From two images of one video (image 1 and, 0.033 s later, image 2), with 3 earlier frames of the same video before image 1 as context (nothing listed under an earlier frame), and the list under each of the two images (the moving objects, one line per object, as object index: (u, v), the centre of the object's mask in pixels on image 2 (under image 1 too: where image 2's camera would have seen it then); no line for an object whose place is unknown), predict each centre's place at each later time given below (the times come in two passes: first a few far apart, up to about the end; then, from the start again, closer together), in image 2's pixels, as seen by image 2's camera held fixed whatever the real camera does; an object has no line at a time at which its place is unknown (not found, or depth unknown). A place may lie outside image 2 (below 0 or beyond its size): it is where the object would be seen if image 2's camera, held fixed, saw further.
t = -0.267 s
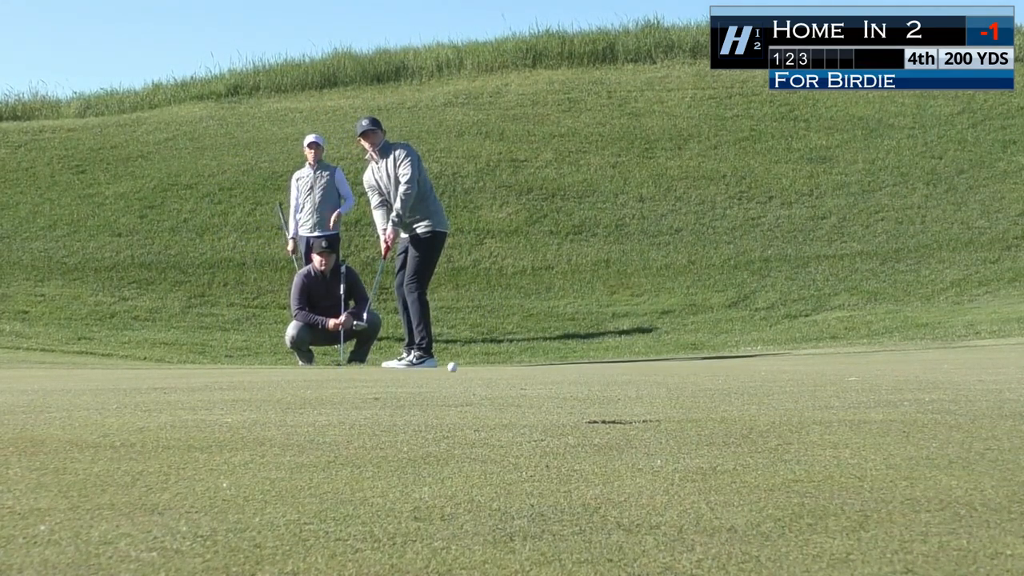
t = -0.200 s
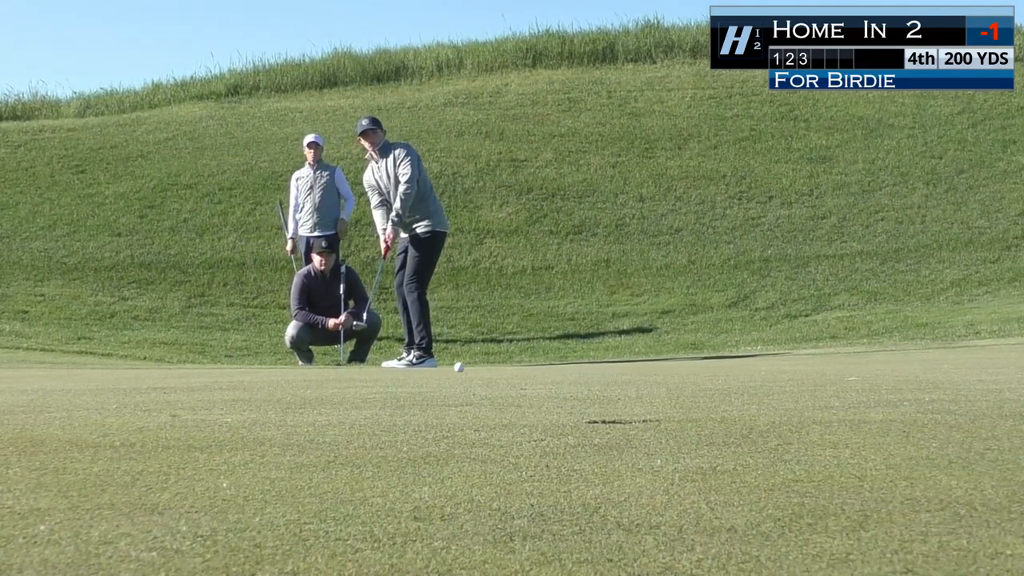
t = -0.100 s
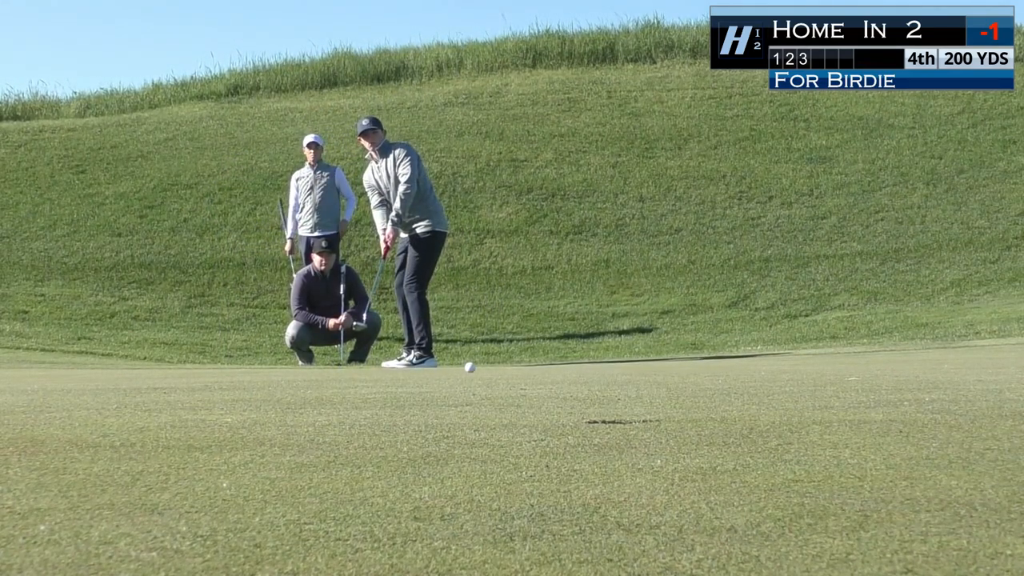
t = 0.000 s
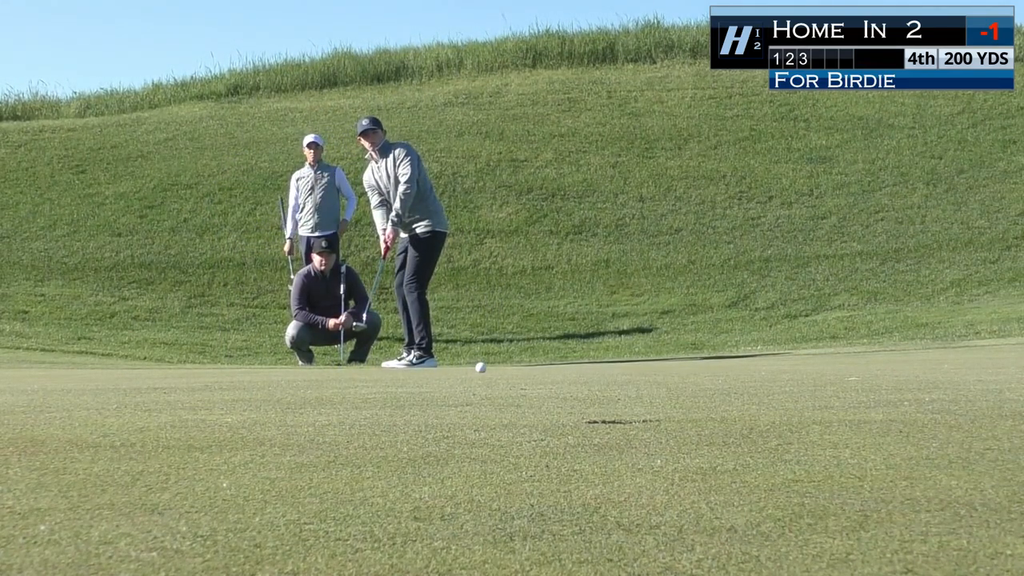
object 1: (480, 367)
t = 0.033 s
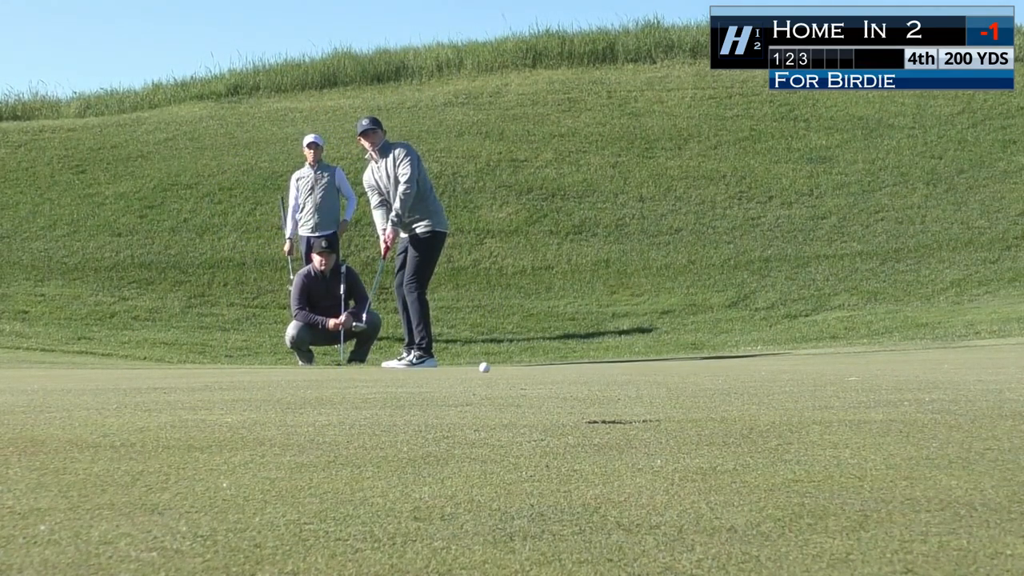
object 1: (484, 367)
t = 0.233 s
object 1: (508, 367)
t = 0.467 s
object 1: (537, 366)
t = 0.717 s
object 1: (571, 366)
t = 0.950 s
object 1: (605, 366)
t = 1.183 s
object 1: (643, 366)
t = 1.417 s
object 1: (684, 367)
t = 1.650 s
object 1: (729, 367)
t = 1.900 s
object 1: (779, 369)
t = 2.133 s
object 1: (828, 371)
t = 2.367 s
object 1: (880, 373)
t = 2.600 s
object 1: (931, 375)
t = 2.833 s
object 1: (982, 378)
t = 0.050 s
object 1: (486, 367)
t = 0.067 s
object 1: (488, 367)
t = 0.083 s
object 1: (490, 367)
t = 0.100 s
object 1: (492, 367)
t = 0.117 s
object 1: (493, 367)
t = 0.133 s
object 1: (495, 367)
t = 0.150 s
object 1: (498, 367)
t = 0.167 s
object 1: (499, 367)
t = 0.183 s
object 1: (501, 367)
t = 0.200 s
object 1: (504, 367)
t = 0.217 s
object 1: (506, 367)
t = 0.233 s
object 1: (508, 367)
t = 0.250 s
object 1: (509, 367)
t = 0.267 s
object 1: (512, 367)
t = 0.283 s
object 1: (514, 366)
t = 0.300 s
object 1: (516, 366)
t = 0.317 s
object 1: (518, 366)
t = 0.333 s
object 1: (520, 366)
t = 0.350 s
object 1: (522, 366)
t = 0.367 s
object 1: (524, 366)
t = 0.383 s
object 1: (526, 366)
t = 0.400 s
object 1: (528, 367)
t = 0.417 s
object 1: (531, 366)
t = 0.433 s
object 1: (533, 366)
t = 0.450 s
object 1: (535, 366)
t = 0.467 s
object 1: (537, 366)
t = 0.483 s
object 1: (539, 366)
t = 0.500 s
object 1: (541, 366)
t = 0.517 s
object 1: (543, 366)
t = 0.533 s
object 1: (546, 366)
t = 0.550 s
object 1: (548, 366)
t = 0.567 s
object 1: (550, 366)
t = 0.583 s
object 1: (553, 367)
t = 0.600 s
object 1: (555, 366)
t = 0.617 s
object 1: (557, 366)
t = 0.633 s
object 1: (559, 366)
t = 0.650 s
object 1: (562, 366)
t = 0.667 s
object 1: (564, 366)
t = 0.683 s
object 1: (567, 366)
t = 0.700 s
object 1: (569, 366)
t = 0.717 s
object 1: (571, 366)
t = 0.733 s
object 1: (573, 366)
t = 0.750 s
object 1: (576, 366)
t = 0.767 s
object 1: (578, 366)
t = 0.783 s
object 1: (580, 366)
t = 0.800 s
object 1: (583, 366)
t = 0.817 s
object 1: (586, 366)
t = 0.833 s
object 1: (588, 366)
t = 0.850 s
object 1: (590, 366)
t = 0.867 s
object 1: (593, 366)
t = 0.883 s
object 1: (595, 366)
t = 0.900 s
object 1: (598, 366)
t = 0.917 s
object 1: (600, 366)
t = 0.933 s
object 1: (603, 366)
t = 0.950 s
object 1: (605, 366)
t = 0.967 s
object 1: (608, 366)
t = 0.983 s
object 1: (610, 366)
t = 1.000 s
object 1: (613, 366)
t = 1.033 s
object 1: (618, 366)
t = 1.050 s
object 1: (621, 366)
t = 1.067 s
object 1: (624, 366)
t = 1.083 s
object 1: (626, 366)
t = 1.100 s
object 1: (629, 366)
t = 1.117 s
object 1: (632, 366)
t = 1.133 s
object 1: (635, 366)
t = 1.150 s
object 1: (637, 366)
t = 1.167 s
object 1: (640, 366)
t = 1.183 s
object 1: (643, 366)
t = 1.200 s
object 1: (646, 366)
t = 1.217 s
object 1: (649, 366)
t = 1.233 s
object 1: (651, 366)
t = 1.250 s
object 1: (654, 366)
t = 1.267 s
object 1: (657, 366)
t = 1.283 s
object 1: (660, 366)
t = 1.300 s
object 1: (663, 366)
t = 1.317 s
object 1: (666, 366)
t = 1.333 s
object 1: (669, 366)
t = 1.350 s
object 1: (672, 366)
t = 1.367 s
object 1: (675, 366)
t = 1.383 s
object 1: (678, 367)
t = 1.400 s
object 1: (681, 367)
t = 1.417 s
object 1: (684, 367)
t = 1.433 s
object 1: (687, 367)
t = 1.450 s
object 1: (690, 367)
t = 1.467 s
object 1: (694, 367)
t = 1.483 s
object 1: (697, 367)
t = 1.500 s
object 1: (700, 367)
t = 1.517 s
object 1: (703, 367)
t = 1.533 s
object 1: (706, 367)
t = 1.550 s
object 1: (709, 367)
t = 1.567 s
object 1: (712, 367)
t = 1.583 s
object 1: (715, 367)
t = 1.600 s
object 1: (719, 368)
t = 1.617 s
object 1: (722, 367)
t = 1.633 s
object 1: (725, 367)
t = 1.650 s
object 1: (729, 367)
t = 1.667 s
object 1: (732, 367)
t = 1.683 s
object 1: (735, 367)
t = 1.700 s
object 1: (739, 368)
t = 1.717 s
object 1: (742, 367)
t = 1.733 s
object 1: (745, 367)
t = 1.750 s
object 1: (748, 368)
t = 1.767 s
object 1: (752, 368)
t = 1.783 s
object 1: (755, 368)
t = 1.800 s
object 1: (758, 368)
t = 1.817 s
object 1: (762, 368)
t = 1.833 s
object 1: (765, 369)
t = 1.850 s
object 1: (768, 369)
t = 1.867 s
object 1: (772, 369)
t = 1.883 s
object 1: (776, 369)
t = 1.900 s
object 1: (779, 369)
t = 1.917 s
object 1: (783, 369)
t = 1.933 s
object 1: (786, 369)
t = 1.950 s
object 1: (789, 369)
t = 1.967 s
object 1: (793, 369)
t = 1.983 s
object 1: (796, 369)
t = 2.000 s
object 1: (800, 369)
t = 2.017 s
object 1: (803, 370)
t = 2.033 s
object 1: (806, 370)
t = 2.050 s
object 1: (810, 370)
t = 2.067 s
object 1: (814, 370)
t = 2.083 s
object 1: (817, 370)
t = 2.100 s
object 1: (821, 370)
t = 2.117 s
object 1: (825, 370)
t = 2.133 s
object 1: (828, 371)
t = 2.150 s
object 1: (832, 370)
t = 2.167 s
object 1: (836, 370)
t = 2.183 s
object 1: (839, 371)
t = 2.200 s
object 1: (843, 371)
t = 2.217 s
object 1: (847, 371)
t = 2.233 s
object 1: (850, 372)
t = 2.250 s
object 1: (854, 371)
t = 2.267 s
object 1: (858, 372)
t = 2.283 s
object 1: (861, 372)
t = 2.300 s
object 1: (865, 372)
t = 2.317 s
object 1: (869, 372)
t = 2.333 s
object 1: (872, 372)
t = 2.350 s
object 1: (876, 372)
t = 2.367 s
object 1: (880, 373)
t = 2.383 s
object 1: (884, 373)
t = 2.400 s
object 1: (887, 373)
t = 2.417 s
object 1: (891, 373)
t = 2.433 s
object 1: (895, 373)
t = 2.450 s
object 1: (898, 374)
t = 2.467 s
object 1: (902, 374)
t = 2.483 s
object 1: (906, 374)
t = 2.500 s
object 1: (909, 374)
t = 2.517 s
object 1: (913, 375)
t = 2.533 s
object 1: (917, 375)
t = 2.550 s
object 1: (921, 375)
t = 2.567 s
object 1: (924, 375)
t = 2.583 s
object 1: (928, 375)
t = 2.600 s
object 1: (931, 375)
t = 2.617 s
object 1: (935, 376)
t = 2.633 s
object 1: (939, 376)
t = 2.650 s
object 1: (943, 376)
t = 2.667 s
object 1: (946, 377)
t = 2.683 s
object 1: (950, 376)
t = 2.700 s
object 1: (954, 376)
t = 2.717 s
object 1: (958, 377)
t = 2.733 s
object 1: (961, 376)
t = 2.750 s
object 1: (964, 377)
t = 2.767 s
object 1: (968, 378)
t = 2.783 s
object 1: (971, 378)
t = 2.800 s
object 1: (975, 378)
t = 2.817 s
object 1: (979, 378)
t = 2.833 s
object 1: (982, 378)
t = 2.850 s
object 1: (986, 379)
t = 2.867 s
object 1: (990, 379)
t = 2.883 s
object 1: (993, 380)
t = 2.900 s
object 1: (997, 380)
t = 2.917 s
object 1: (1000, 380)
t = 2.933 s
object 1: (1004, 380)
